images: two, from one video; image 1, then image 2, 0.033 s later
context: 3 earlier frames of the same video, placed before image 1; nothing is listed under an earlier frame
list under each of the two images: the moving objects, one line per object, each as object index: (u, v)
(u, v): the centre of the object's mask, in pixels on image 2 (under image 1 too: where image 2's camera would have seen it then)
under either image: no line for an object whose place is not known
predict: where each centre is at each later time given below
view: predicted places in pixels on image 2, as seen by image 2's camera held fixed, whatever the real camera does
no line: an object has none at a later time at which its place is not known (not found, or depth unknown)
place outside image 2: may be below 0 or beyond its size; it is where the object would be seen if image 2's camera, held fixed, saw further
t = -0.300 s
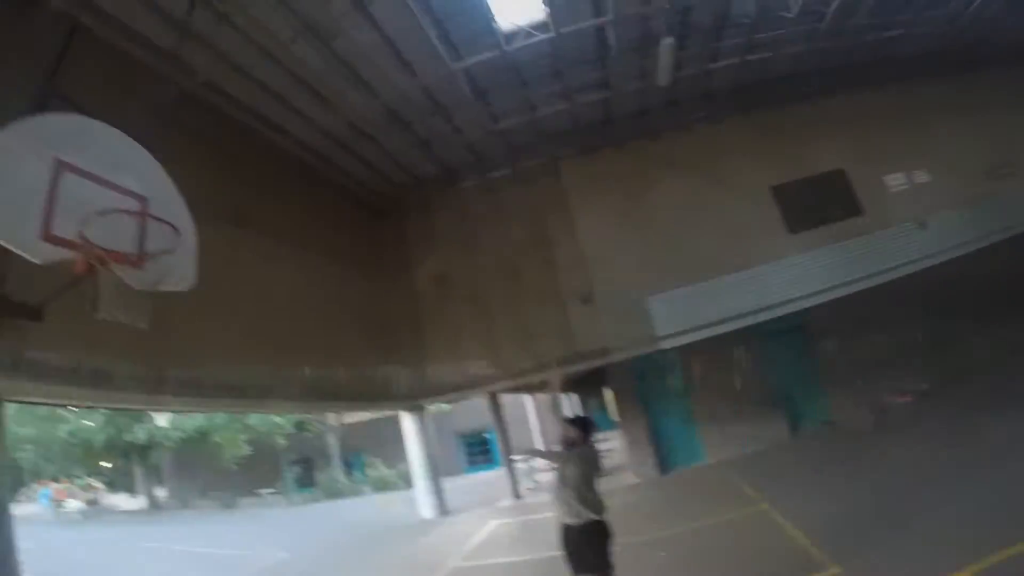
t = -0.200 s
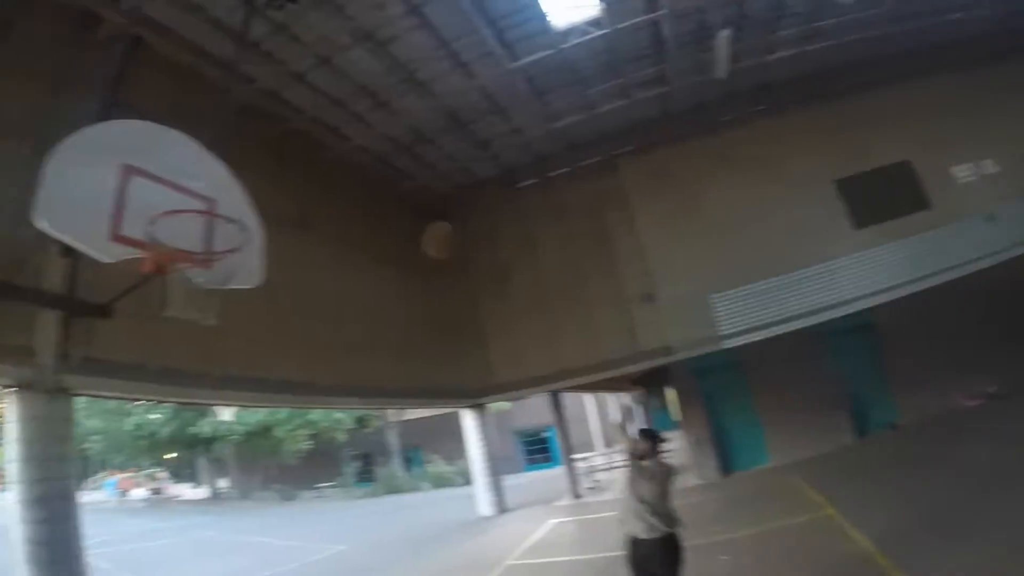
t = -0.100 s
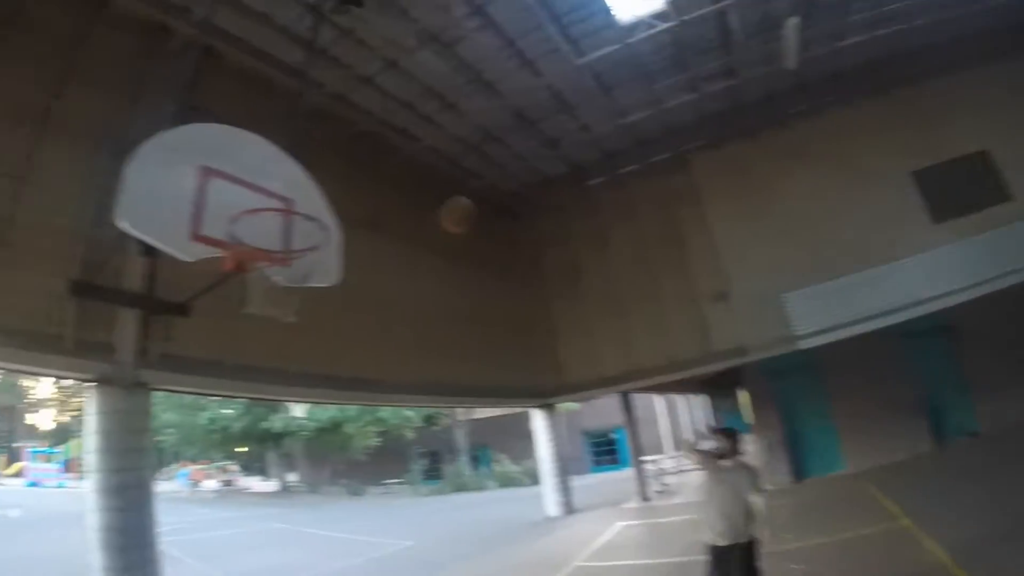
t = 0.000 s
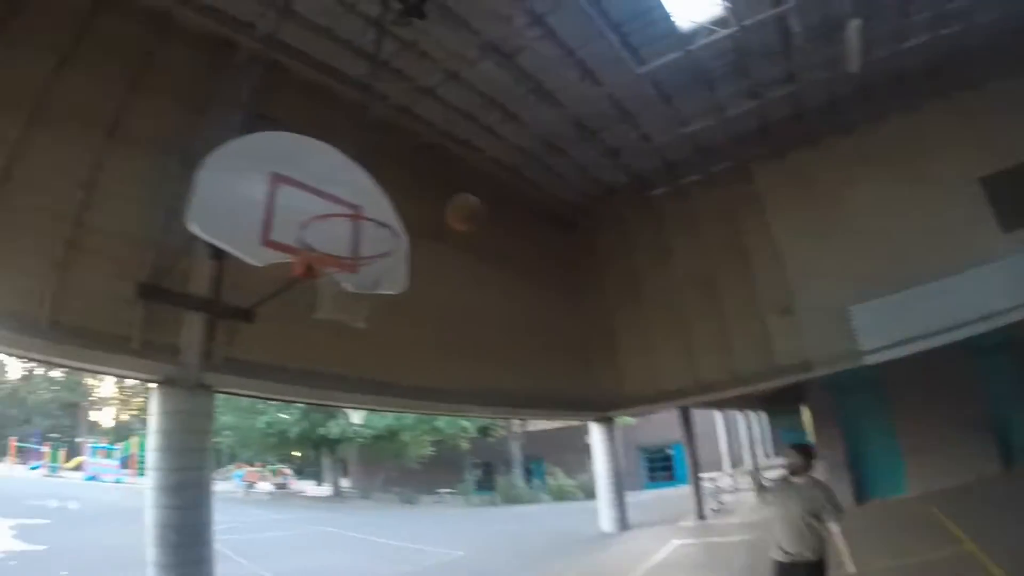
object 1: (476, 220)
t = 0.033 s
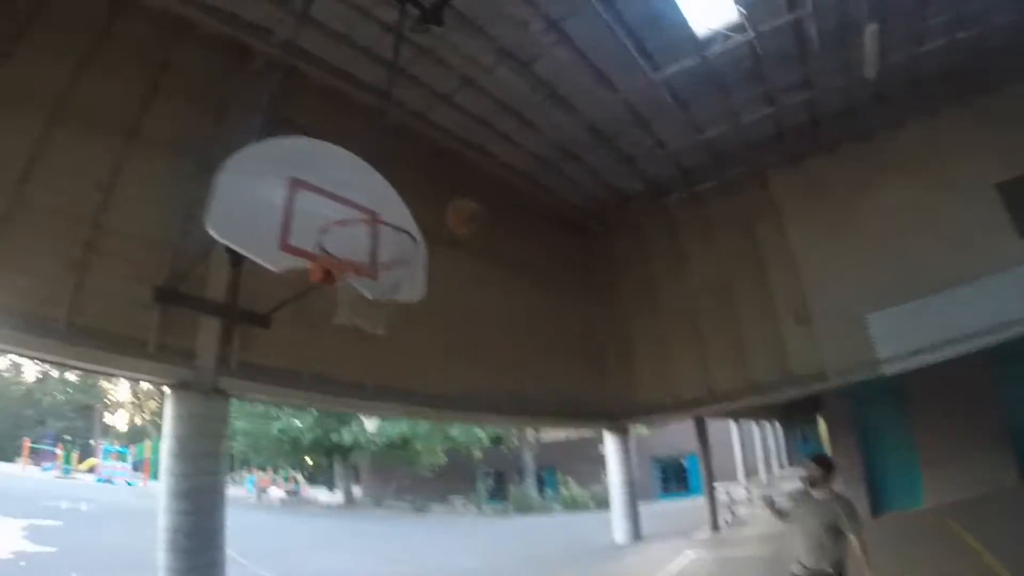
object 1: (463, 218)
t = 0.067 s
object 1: (453, 226)
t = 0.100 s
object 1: (437, 228)
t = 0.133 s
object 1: (407, 233)
